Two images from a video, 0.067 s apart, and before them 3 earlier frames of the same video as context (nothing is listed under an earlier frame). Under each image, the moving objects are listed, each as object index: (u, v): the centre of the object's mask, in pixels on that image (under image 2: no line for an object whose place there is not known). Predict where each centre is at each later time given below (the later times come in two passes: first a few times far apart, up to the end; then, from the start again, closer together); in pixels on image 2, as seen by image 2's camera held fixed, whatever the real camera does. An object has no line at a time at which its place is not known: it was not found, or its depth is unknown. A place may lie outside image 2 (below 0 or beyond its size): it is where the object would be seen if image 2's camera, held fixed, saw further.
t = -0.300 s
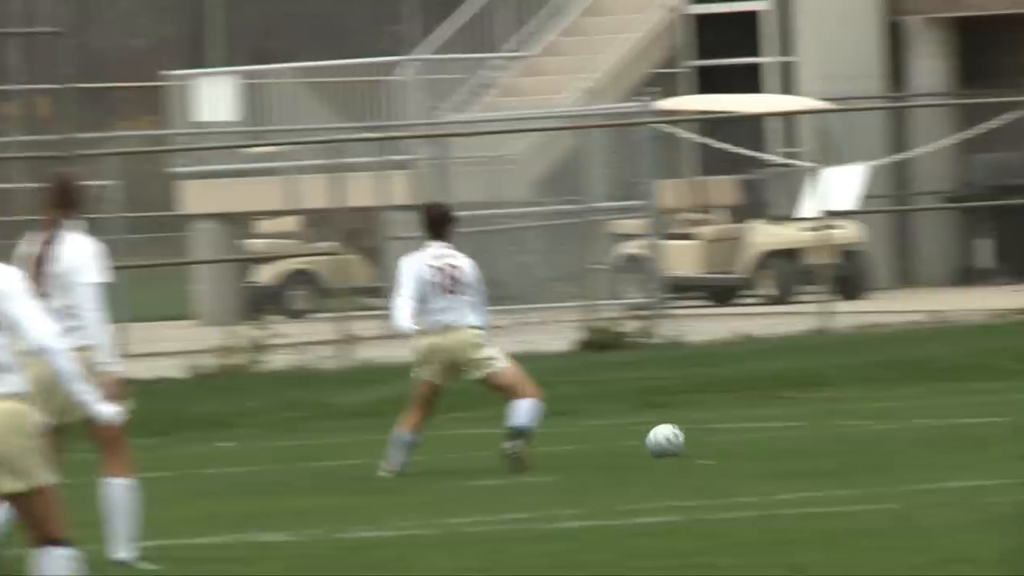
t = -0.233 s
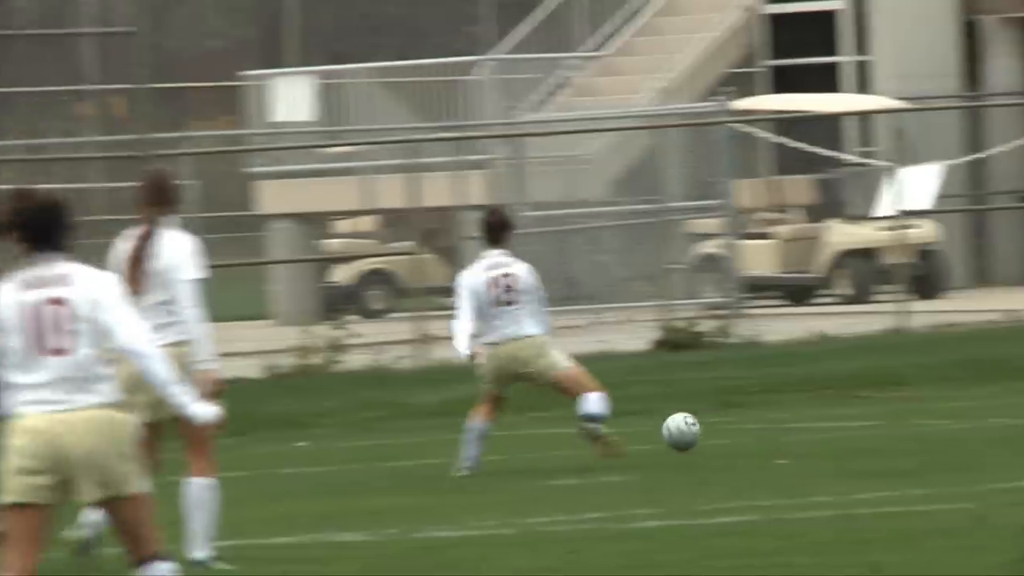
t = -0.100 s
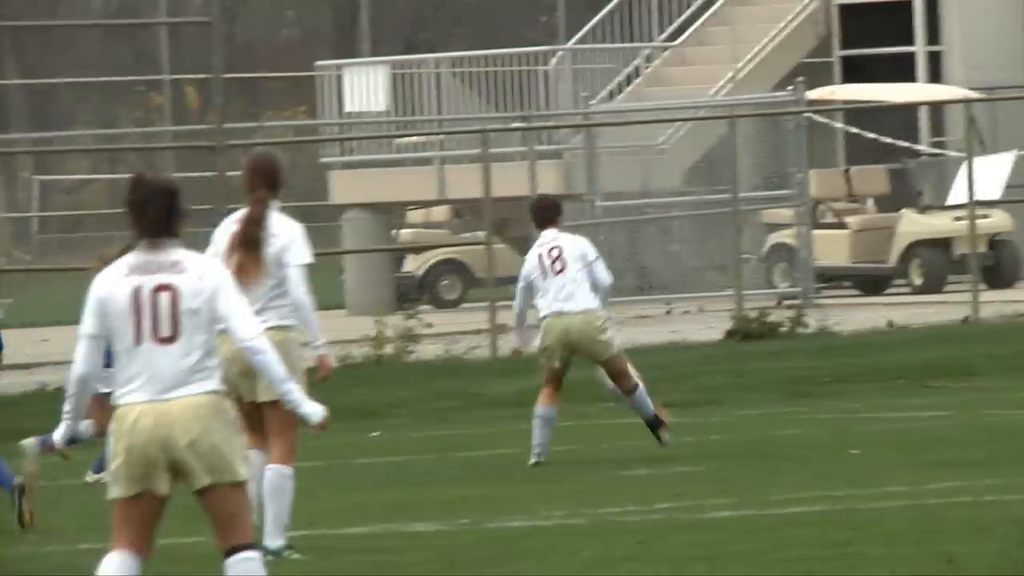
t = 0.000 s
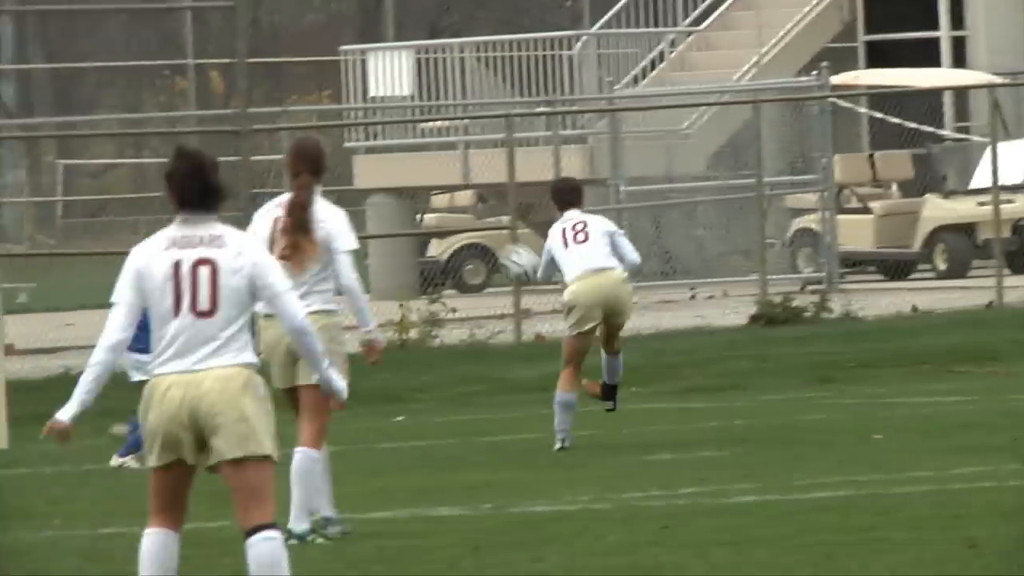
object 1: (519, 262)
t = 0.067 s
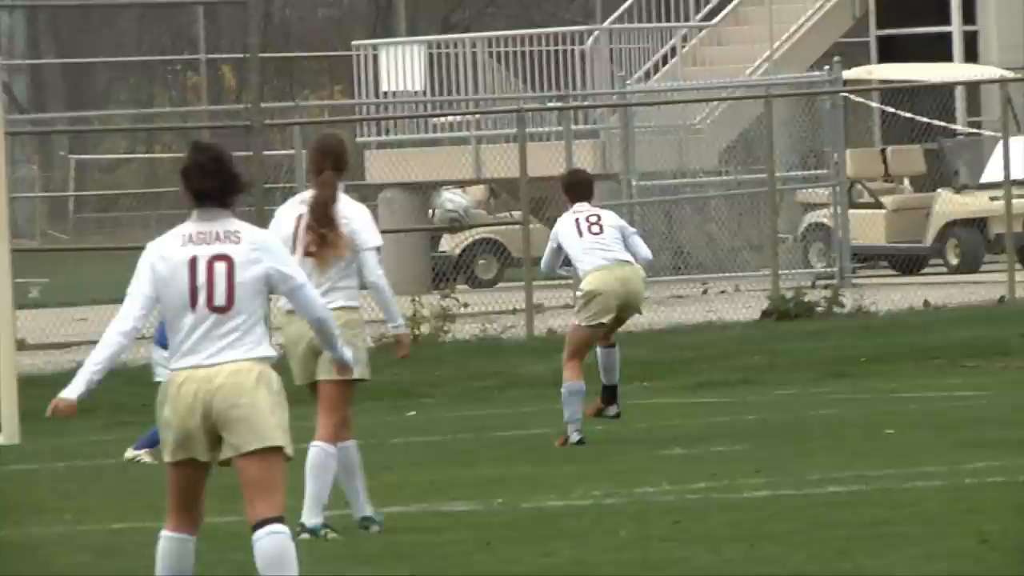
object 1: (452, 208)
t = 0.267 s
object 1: (226, 97)
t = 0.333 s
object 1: (157, 74)
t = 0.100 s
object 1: (418, 184)
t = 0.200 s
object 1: (301, 124)
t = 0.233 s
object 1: (264, 108)
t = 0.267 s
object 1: (226, 97)
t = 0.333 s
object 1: (157, 74)
